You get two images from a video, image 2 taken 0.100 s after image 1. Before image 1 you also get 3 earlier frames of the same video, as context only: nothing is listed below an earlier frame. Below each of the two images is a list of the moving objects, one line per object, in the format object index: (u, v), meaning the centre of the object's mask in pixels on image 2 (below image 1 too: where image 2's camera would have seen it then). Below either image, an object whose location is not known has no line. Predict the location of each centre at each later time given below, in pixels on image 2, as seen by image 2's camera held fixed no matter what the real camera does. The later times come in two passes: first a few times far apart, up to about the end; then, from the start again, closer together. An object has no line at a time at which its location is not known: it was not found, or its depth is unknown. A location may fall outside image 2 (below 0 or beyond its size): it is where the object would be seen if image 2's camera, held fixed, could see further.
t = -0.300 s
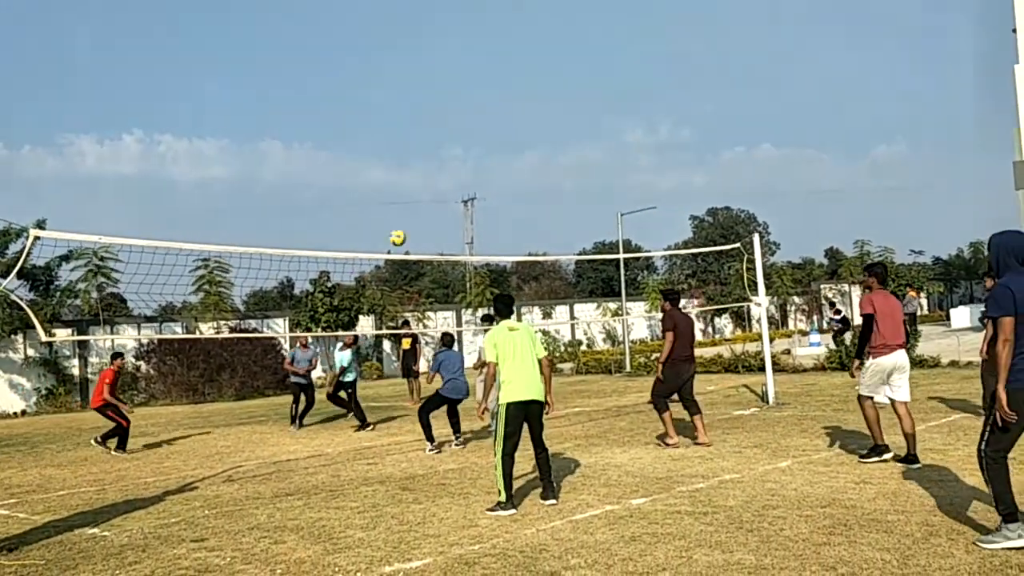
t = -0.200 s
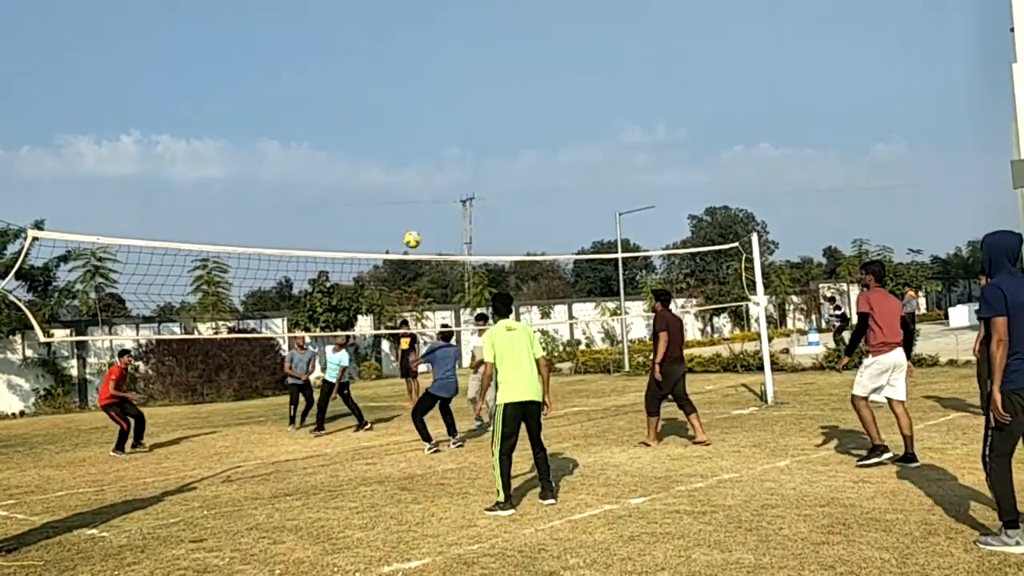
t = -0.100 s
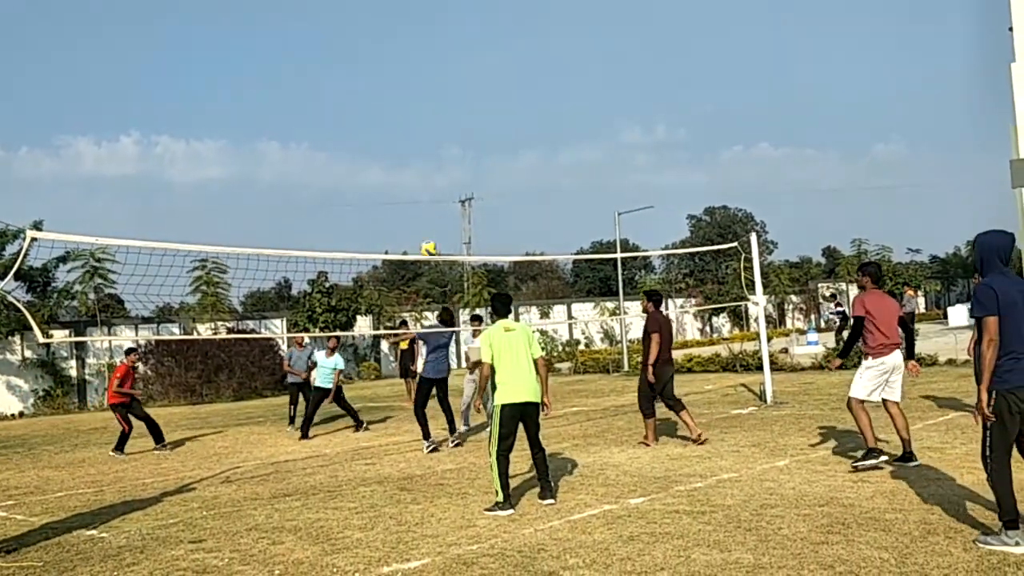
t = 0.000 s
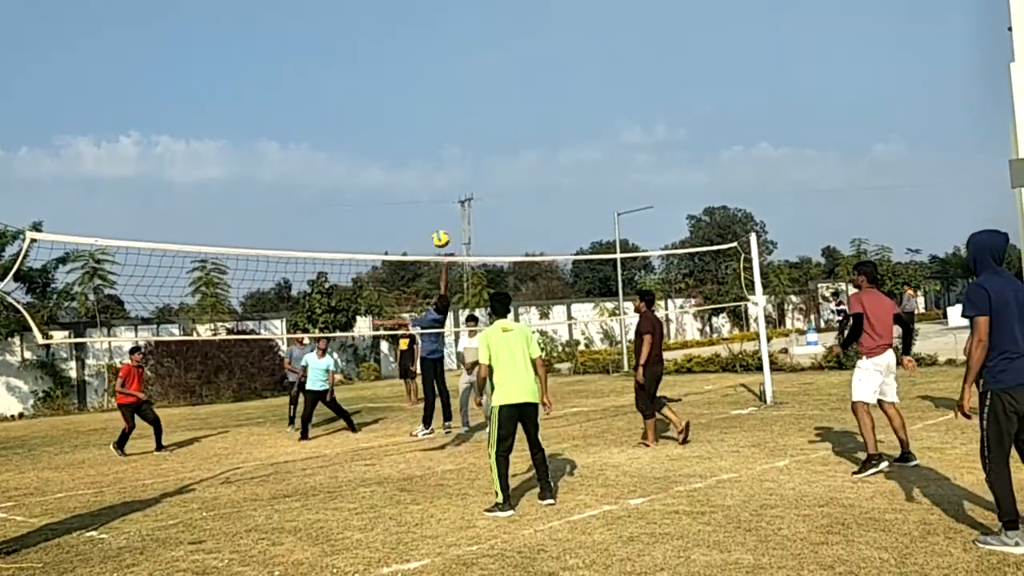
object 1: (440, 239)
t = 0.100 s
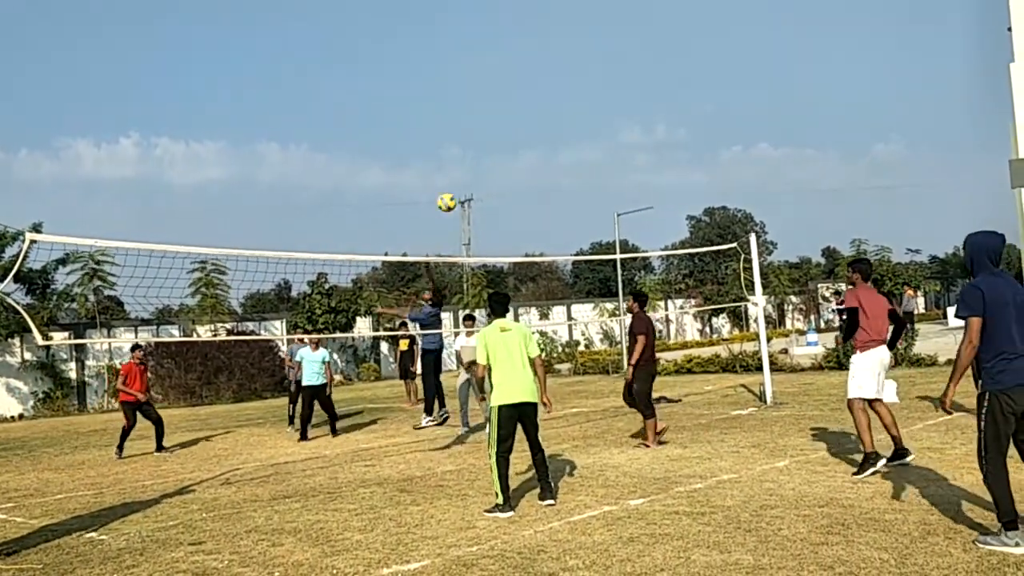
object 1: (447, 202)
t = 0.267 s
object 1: (459, 152)
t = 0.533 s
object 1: (491, 116)
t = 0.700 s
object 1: (519, 130)
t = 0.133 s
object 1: (449, 191)
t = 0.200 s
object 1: (454, 170)
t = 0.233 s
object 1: (457, 161)
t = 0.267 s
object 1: (459, 152)
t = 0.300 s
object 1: (463, 145)
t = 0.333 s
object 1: (466, 138)
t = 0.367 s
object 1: (470, 131)
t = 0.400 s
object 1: (474, 126)
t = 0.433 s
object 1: (478, 123)
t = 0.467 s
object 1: (482, 119)
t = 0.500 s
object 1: (486, 117)
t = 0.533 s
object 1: (491, 116)
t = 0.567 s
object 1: (496, 117)
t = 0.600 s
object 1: (502, 118)
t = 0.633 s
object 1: (507, 120)
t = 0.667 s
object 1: (513, 124)
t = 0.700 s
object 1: (519, 130)
